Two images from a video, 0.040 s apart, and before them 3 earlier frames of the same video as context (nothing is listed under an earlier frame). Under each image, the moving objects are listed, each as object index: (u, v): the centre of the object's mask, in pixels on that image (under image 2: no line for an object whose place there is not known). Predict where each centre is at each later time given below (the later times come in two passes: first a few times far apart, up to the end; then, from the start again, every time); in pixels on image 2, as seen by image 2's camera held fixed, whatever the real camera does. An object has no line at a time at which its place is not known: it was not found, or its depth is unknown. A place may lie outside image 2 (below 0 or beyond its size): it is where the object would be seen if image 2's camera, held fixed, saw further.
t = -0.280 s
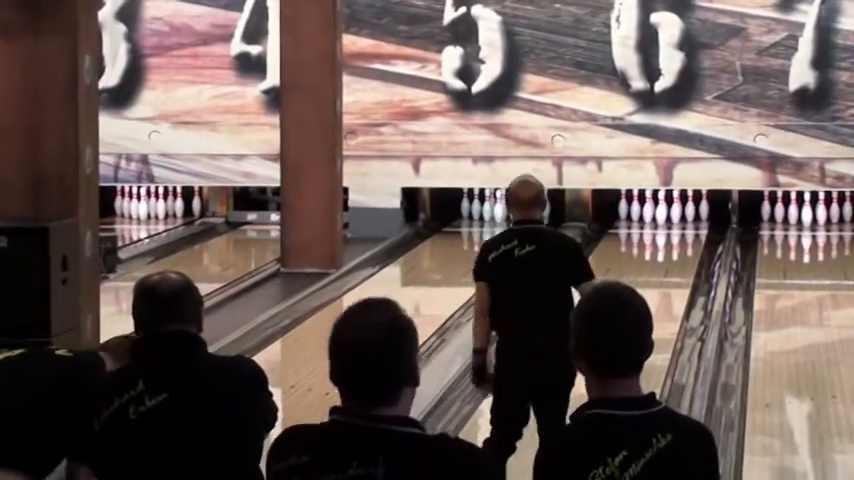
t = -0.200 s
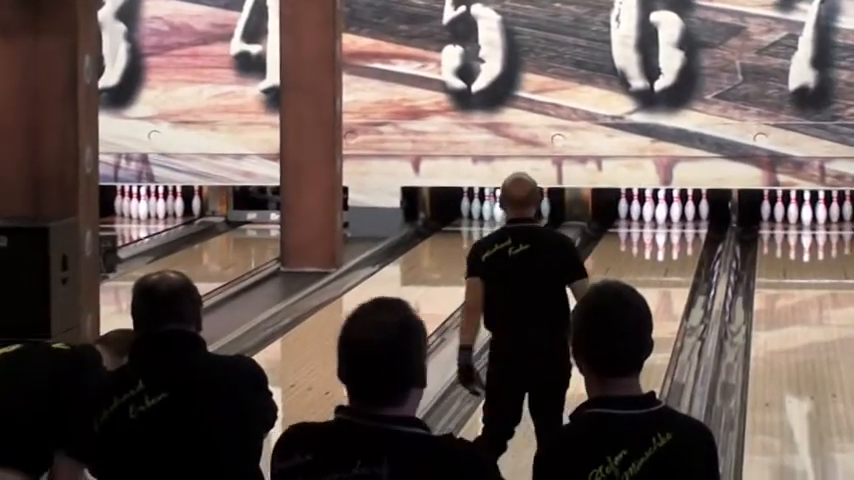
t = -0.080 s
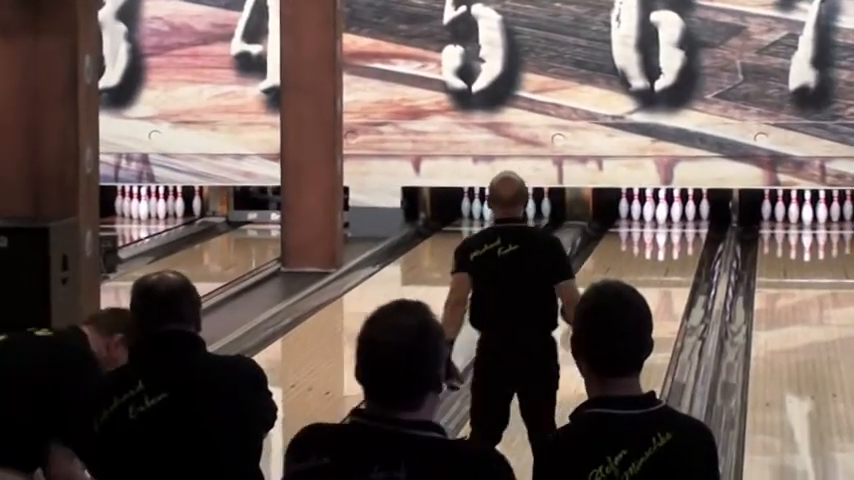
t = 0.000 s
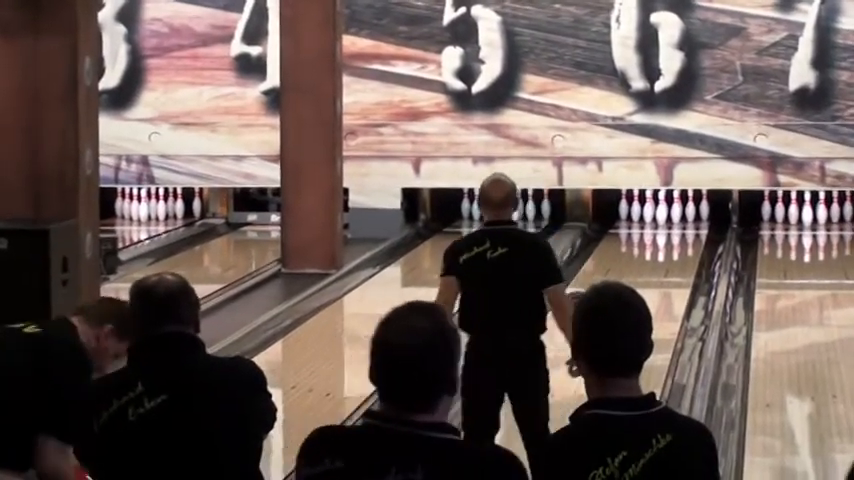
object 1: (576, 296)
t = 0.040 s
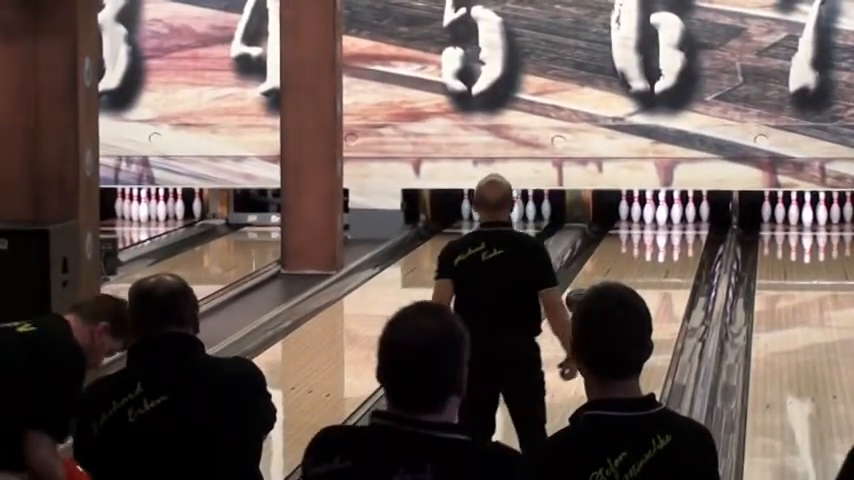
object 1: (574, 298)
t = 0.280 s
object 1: (586, 277)
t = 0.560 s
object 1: (598, 256)
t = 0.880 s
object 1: (612, 235)
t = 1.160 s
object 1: (632, 222)
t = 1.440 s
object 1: (651, 212)
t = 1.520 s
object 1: (655, 210)
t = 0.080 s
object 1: (576, 294)
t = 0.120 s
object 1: (579, 291)
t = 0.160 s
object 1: (581, 287)
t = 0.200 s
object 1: (583, 284)
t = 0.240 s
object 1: (584, 281)
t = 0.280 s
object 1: (586, 277)
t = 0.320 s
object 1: (589, 275)
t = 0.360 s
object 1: (591, 272)
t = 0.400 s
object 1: (592, 266)
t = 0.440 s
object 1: (594, 264)
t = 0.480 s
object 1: (595, 260)
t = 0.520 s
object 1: (597, 259)
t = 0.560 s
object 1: (598, 256)
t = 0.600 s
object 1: (600, 253)
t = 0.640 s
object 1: (602, 252)
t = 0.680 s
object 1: (603, 249)
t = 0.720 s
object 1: (605, 247)
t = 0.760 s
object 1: (607, 243)
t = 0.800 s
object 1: (608, 240)
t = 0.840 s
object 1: (610, 239)
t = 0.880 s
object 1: (612, 235)
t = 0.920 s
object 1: (615, 233)
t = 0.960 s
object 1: (618, 232)
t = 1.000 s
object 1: (619, 229)
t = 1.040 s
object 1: (622, 228)
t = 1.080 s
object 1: (624, 226)
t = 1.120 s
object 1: (628, 225)
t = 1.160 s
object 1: (632, 222)
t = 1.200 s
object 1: (633, 221)
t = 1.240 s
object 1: (637, 218)
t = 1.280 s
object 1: (640, 217)
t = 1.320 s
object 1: (645, 215)
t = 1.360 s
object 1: (647, 214)
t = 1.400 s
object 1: (650, 213)
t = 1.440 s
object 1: (651, 212)
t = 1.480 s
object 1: (652, 211)
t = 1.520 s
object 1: (655, 210)
